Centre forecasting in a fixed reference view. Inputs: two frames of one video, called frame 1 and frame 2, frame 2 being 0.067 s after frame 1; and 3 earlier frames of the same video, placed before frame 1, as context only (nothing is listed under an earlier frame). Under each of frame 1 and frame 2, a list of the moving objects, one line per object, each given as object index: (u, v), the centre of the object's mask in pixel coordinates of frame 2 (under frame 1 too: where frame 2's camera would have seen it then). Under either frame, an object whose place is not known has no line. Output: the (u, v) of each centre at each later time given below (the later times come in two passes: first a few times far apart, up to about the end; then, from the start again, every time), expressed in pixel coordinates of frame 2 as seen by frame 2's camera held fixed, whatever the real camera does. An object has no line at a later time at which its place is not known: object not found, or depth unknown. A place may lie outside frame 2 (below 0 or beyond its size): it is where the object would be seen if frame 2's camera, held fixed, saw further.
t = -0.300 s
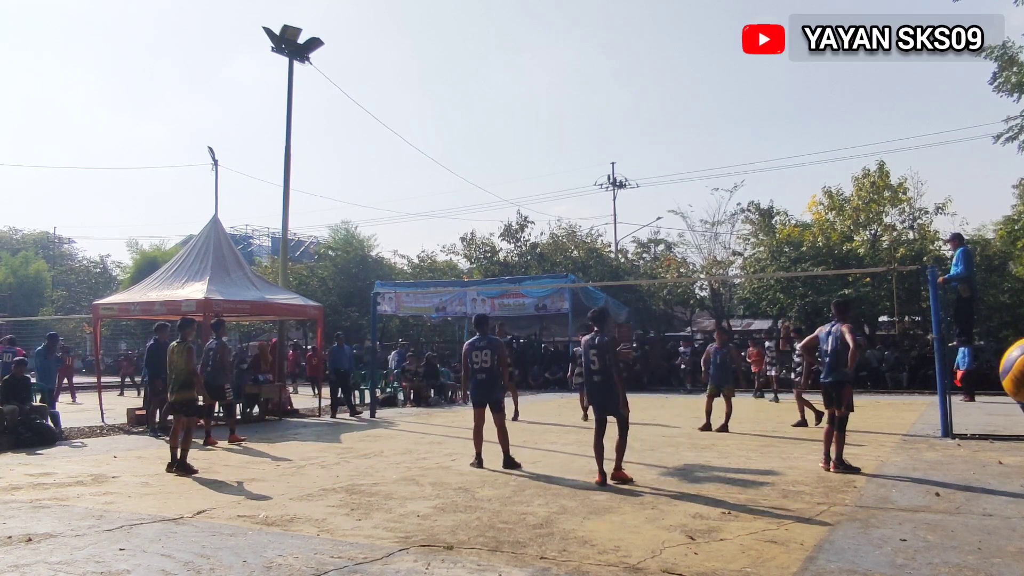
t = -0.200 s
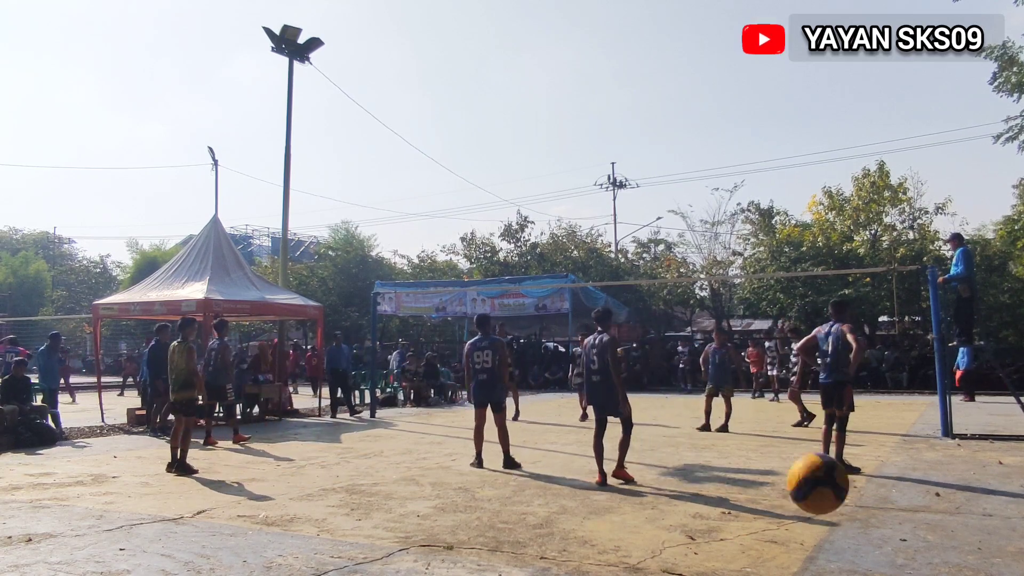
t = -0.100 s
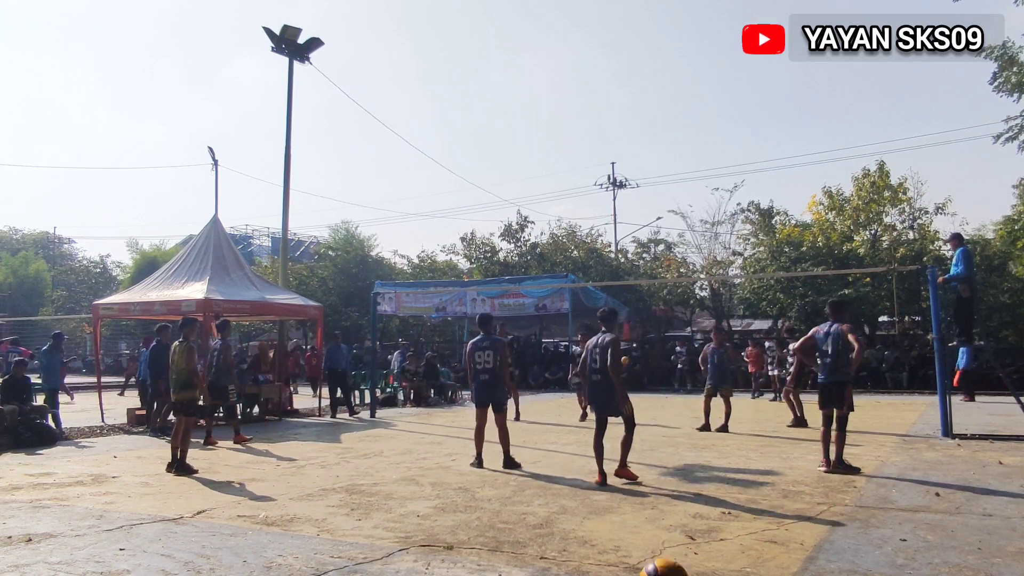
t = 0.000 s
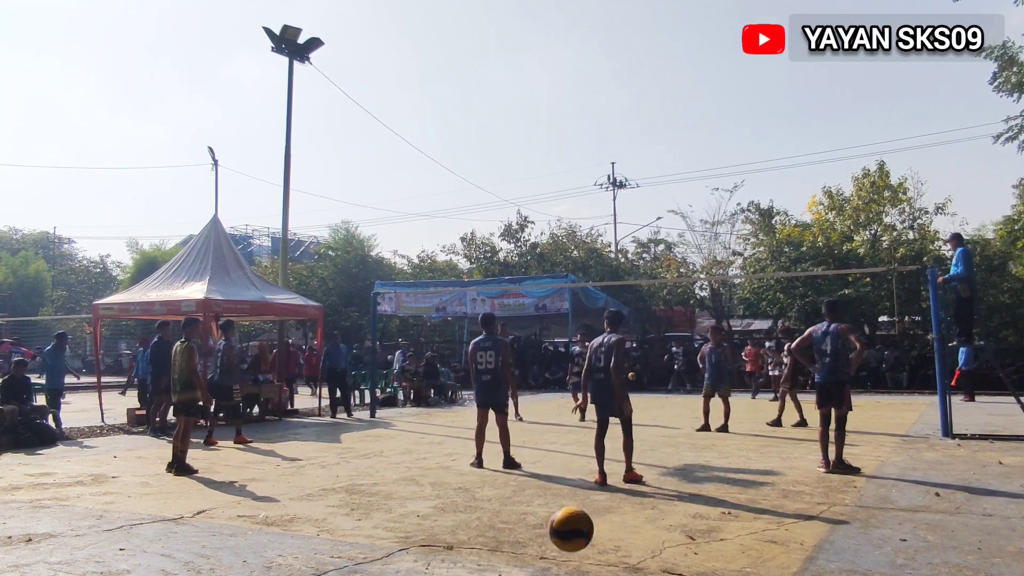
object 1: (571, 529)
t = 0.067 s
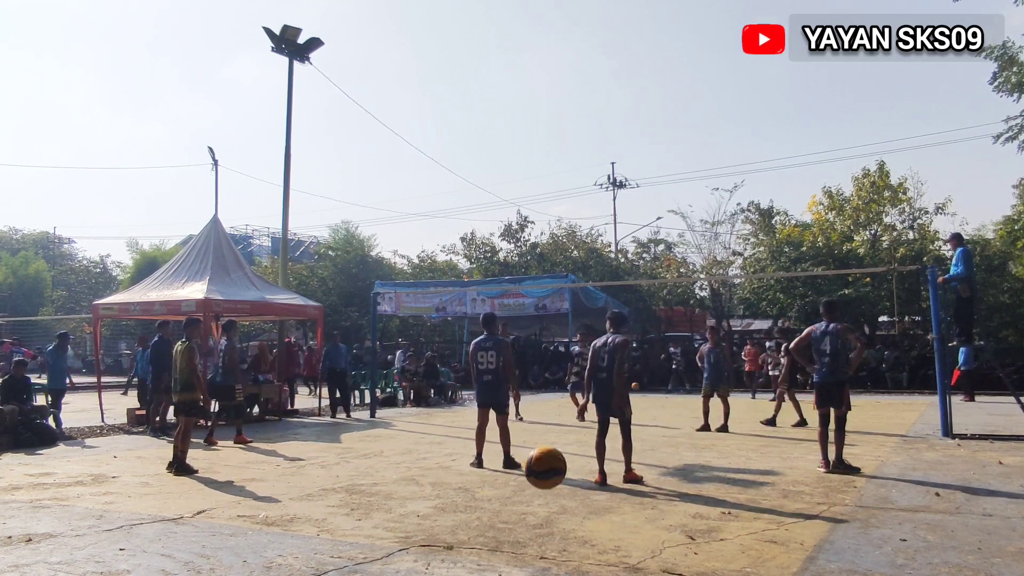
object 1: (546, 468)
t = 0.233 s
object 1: (487, 368)
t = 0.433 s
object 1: (430, 329)
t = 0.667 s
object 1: (376, 367)
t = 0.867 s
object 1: (338, 454)
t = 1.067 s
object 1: (308, 466)
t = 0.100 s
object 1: (532, 442)
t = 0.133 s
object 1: (521, 419)
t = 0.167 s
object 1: (509, 399)
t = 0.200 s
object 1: (497, 383)
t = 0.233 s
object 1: (487, 368)
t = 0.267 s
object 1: (477, 356)
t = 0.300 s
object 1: (467, 347)
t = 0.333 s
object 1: (457, 339)
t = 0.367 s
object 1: (447, 334)
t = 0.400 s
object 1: (439, 331)
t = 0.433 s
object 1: (430, 329)
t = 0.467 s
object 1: (421, 330)
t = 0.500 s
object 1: (413, 332)
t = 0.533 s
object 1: (406, 335)
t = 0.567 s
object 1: (398, 341)
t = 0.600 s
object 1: (390, 349)
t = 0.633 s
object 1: (383, 357)
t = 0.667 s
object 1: (376, 367)
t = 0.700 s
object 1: (369, 378)
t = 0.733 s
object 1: (362, 390)
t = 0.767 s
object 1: (356, 404)
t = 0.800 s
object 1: (350, 419)
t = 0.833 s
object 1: (344, 436)
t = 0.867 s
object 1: (338, 454)
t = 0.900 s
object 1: (333, 472)
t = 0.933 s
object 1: (327, 492)
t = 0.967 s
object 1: (322, 513)
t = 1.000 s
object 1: (317, 503)
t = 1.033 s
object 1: (312, 484)
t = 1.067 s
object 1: (308, 466)
